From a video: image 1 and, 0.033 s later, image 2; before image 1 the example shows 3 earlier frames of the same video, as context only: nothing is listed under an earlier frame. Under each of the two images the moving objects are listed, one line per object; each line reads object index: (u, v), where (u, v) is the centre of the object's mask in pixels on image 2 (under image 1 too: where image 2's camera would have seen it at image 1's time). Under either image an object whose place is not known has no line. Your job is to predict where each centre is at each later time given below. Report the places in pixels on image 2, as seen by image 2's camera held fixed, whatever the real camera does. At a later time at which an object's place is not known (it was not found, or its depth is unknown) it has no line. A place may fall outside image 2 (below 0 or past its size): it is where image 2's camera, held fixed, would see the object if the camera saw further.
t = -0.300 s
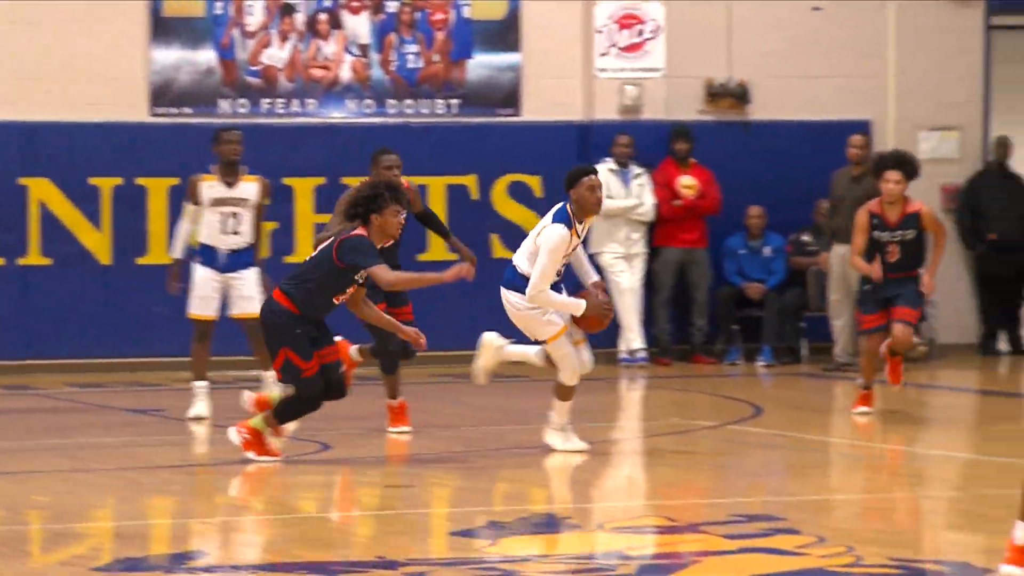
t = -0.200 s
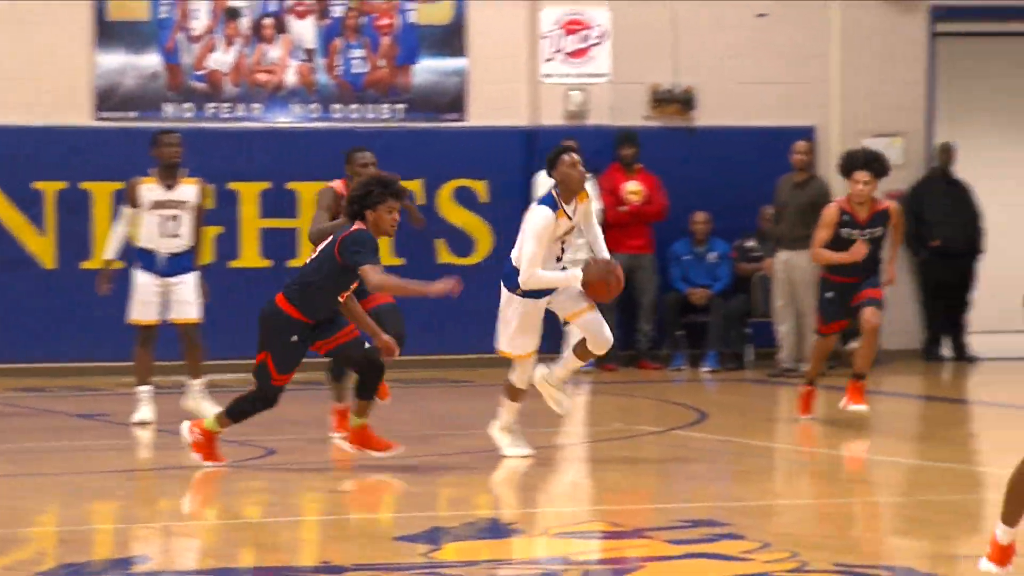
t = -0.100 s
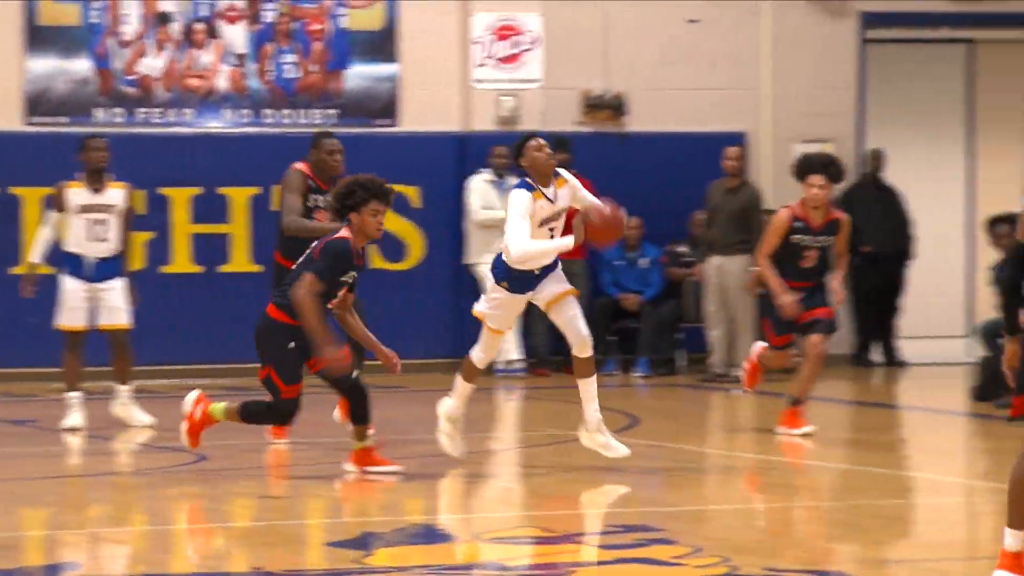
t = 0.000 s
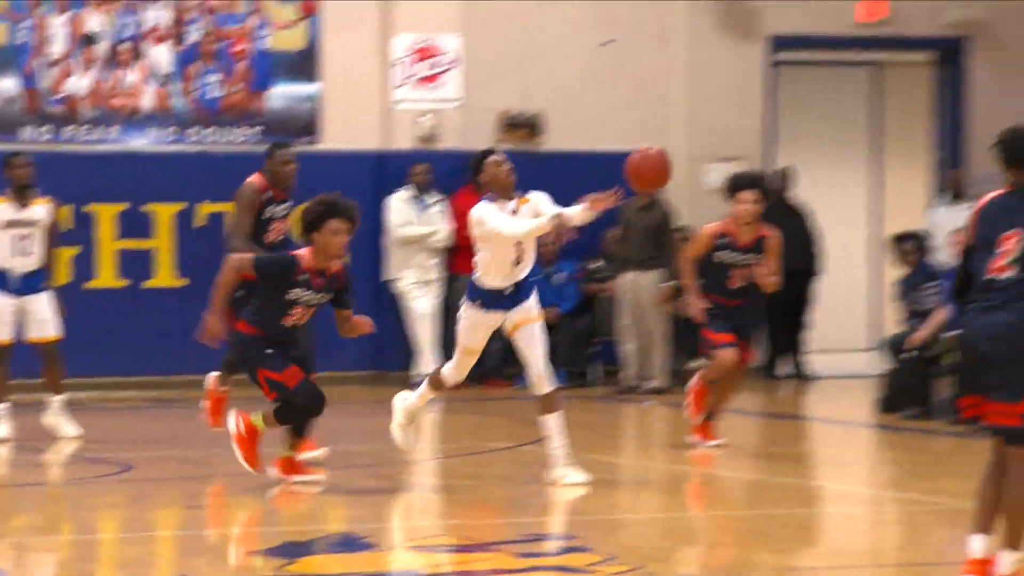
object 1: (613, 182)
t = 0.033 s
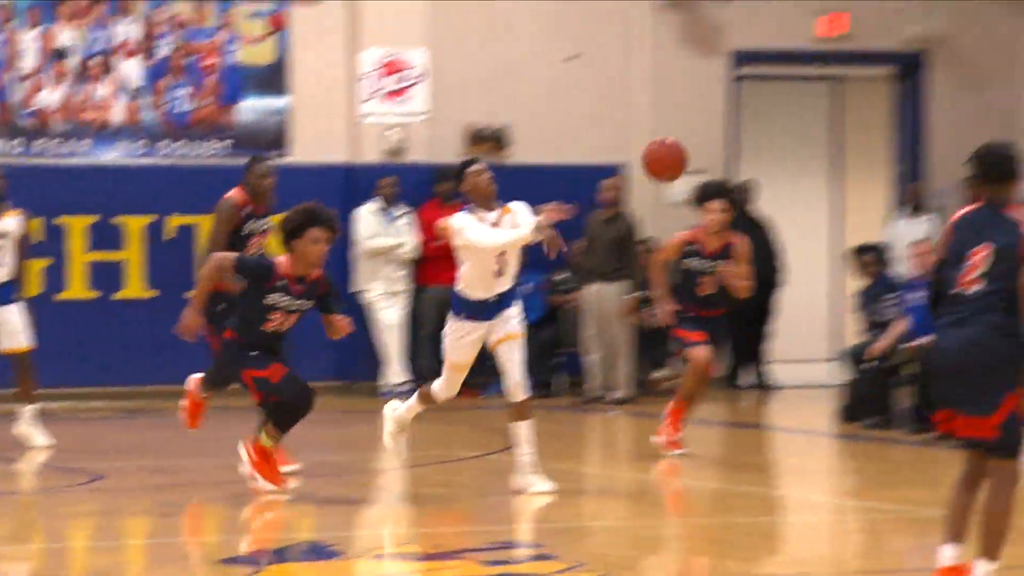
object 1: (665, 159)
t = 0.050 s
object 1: (691, 149)
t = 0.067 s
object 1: (718, 139)
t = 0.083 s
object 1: (745, 129)
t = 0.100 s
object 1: (773, 119)
